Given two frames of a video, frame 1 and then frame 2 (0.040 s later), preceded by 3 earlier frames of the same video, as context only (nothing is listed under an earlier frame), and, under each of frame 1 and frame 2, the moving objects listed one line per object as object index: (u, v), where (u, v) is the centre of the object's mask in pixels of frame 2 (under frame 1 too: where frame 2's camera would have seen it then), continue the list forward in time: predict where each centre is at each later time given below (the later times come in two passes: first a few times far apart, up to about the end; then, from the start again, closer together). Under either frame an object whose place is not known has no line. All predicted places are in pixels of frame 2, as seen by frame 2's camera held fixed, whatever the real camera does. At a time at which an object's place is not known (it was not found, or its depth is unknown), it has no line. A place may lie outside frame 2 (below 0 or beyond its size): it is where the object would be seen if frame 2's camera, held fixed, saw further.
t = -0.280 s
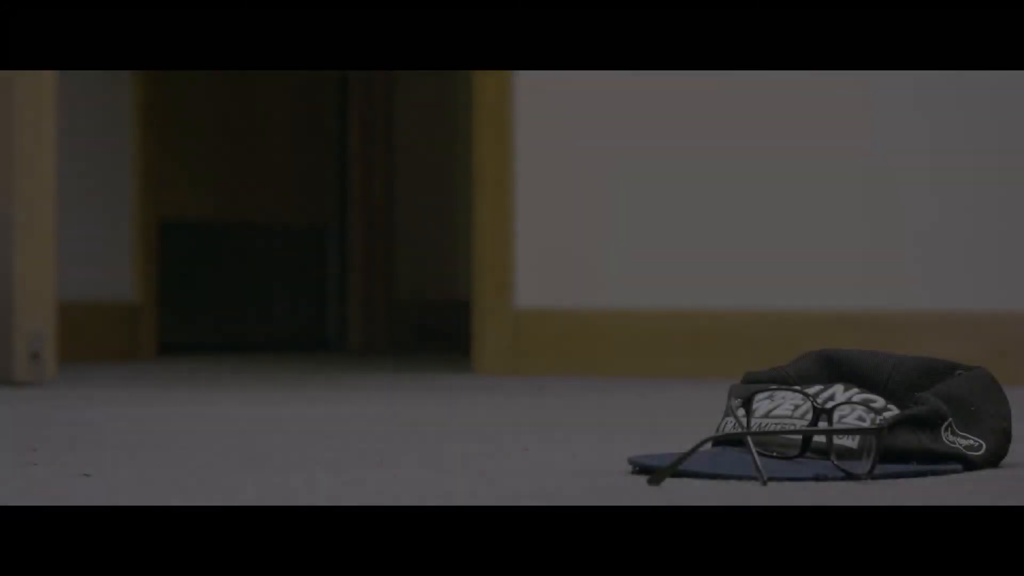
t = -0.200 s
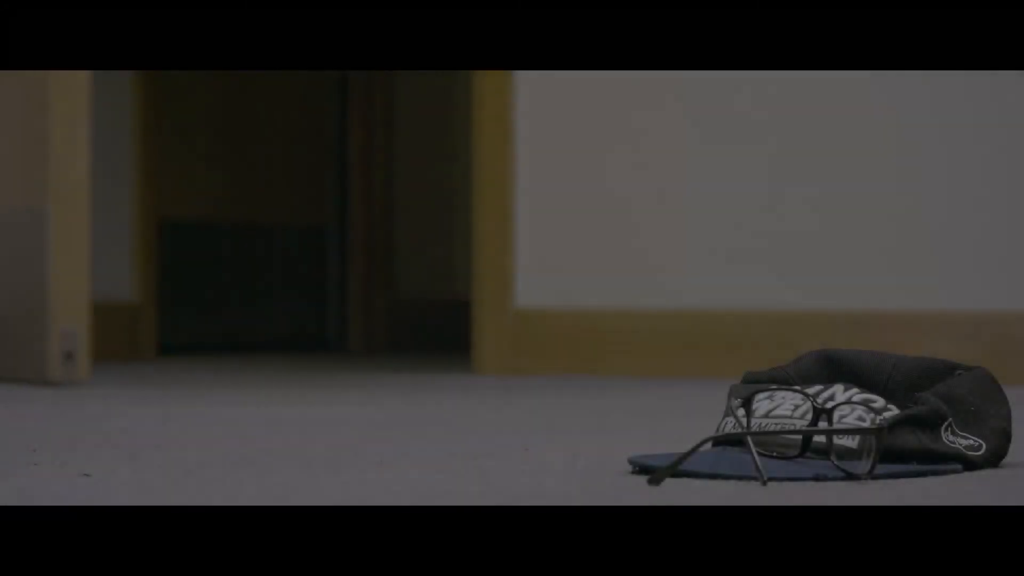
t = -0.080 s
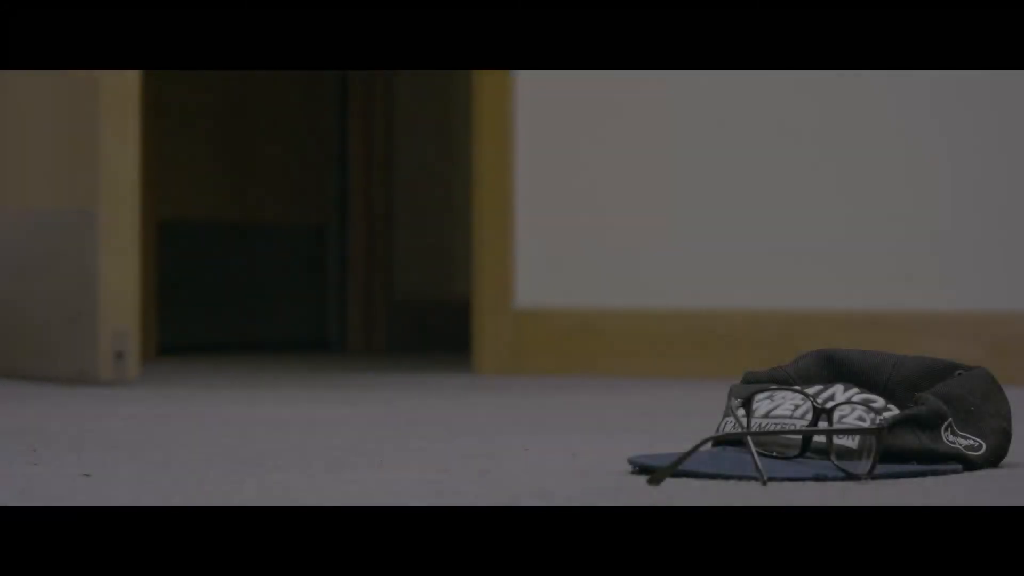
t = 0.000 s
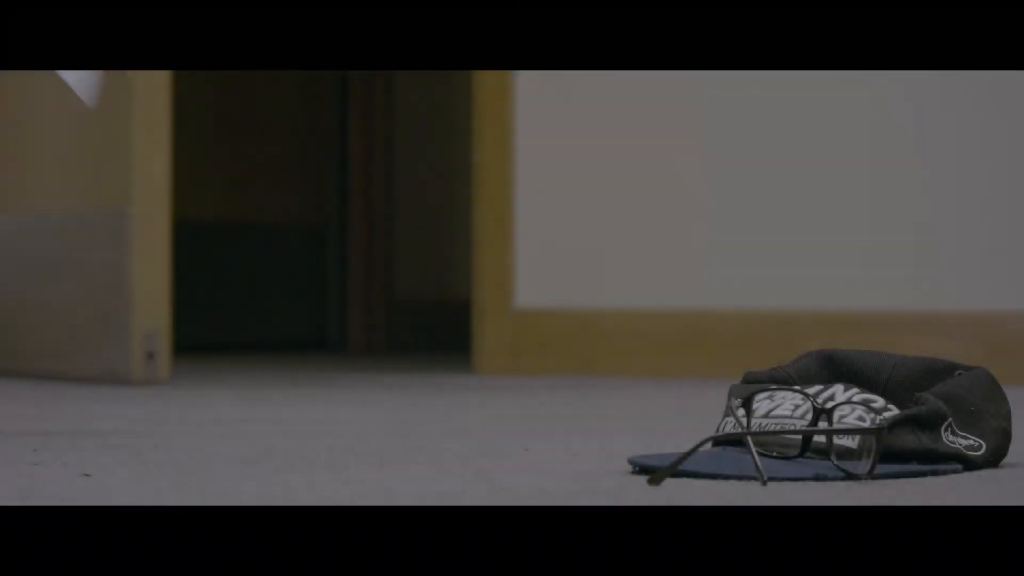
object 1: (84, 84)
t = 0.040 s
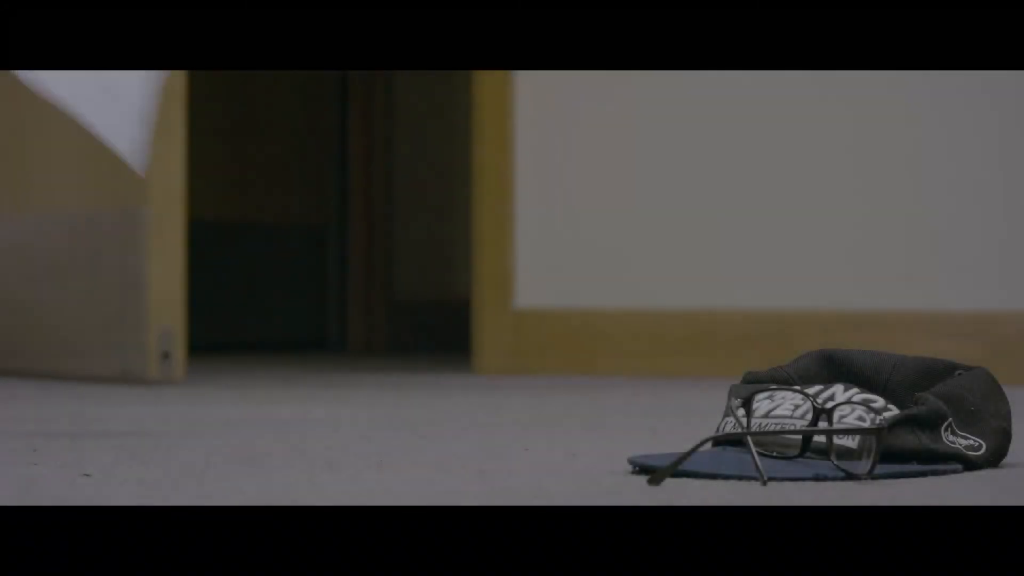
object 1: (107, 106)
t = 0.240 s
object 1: (290, 352)
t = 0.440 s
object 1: (509, 397)
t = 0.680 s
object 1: (565, 436)
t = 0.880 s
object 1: (566, 435)
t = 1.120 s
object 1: (567, 435)
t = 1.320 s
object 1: (567, 435)
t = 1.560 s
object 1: (567, 434)
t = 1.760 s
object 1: (567, 434)
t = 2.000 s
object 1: (567, 434)
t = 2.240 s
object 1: (567, 434)
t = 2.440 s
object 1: (567, 434)
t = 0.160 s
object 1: (213, 292)
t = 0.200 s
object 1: (238, 351)
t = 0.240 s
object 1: (290, 352)
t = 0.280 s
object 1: (345, 351)
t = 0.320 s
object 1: (394, 353)
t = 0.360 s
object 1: (419, 367)
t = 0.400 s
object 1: (468, 381)
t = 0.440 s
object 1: (509, 397)
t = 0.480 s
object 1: (532, 421)
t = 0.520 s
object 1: (561, 432)
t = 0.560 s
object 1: (564, 437)
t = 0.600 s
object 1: (565, 436)
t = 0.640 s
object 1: (565, 436)
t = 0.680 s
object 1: (565, 436)
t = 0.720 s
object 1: (566, 435)
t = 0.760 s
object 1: (566, 435)
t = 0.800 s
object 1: (566, 435)
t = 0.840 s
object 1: (566, 435)
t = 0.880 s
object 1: (566, 435)
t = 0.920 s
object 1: (566, 435)
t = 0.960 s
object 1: (566, 435)
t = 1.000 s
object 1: (566, 435)
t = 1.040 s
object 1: (566, 435)
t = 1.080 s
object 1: (567, 435)
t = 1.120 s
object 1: (567, 435)
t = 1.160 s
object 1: (566, 435)
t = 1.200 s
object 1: (567, 435)
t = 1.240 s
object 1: (567, 435)
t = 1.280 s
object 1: (567, 435)
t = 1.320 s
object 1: (567, 435)
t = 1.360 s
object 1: (567, 434)
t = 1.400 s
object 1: (567, 434)
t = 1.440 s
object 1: (567, 434)
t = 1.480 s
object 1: (567, 434)
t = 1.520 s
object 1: (567, 434)
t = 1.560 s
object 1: (567, 434)
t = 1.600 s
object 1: (567, 434)
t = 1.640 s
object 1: (567, 434)
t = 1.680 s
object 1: (567, 434)
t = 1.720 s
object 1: (567, 434)
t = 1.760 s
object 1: (567, 434)
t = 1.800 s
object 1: (567, 434)
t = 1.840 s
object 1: (567, 434)
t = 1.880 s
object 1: (567, 434)
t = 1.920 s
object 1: (567, 434)
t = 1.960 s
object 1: (567, 434)
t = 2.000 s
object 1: (567, 434)
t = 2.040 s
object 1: (567, 434)
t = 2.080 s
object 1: (567, 434)
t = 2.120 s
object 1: (567, 434)
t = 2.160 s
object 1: (567, 434)
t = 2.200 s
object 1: (567, 434)
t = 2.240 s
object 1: (567, 434)
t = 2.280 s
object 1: (567, 434)
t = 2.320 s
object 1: (567, 434)
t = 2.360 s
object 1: (567, 434)
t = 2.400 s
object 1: (567, 434)
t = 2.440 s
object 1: (567, 434)
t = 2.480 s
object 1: (567, 434)
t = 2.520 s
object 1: (567, 434)
